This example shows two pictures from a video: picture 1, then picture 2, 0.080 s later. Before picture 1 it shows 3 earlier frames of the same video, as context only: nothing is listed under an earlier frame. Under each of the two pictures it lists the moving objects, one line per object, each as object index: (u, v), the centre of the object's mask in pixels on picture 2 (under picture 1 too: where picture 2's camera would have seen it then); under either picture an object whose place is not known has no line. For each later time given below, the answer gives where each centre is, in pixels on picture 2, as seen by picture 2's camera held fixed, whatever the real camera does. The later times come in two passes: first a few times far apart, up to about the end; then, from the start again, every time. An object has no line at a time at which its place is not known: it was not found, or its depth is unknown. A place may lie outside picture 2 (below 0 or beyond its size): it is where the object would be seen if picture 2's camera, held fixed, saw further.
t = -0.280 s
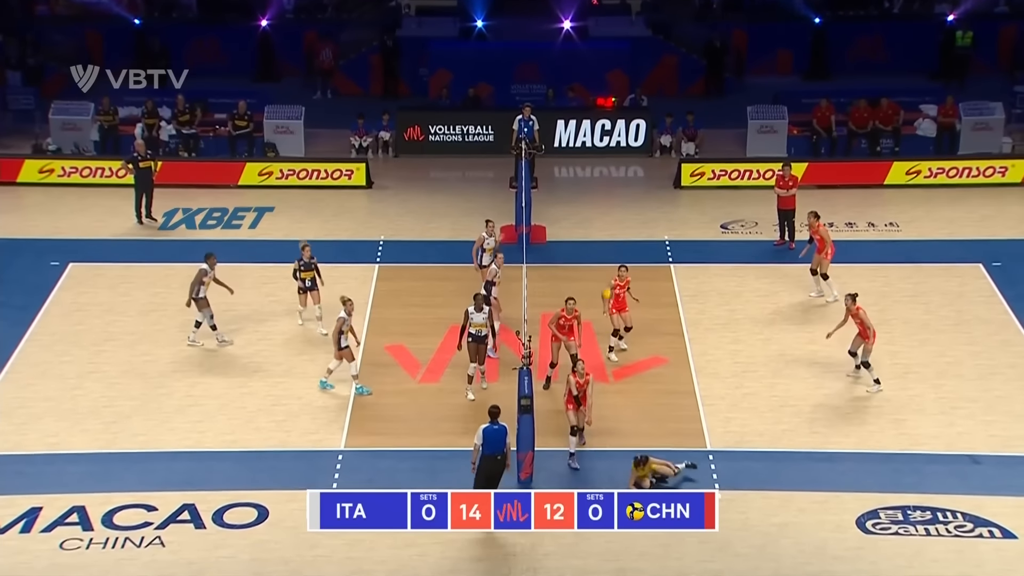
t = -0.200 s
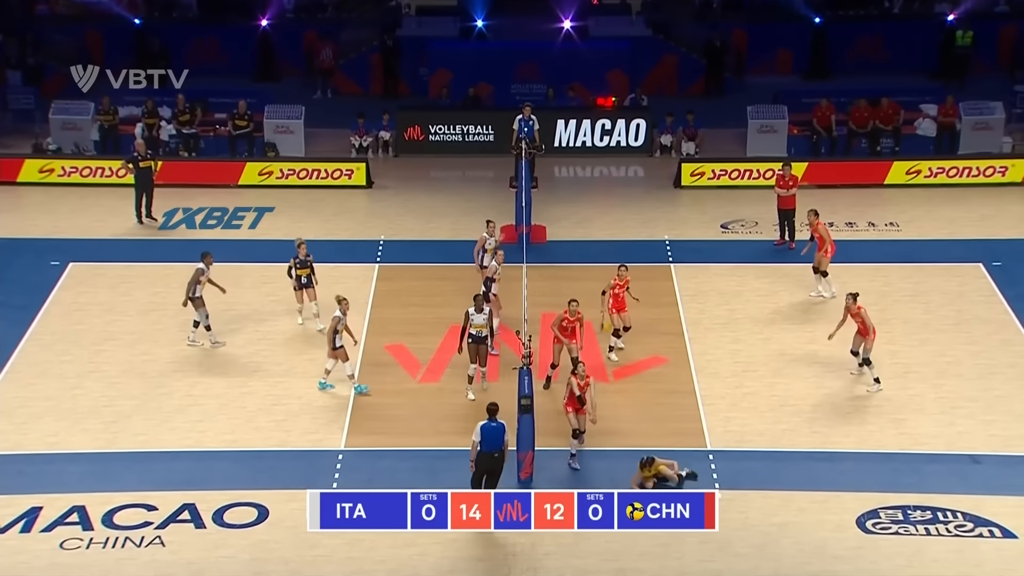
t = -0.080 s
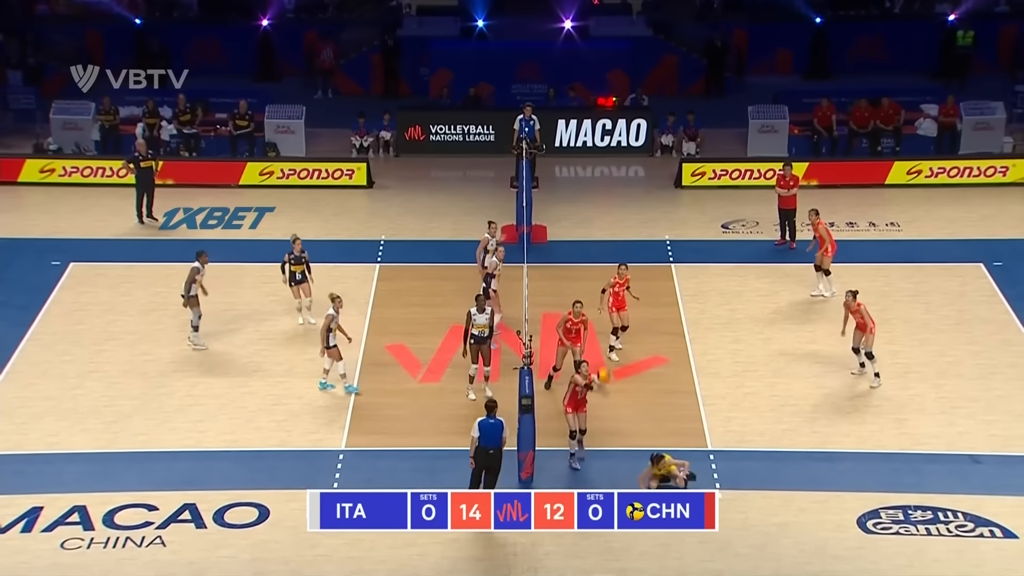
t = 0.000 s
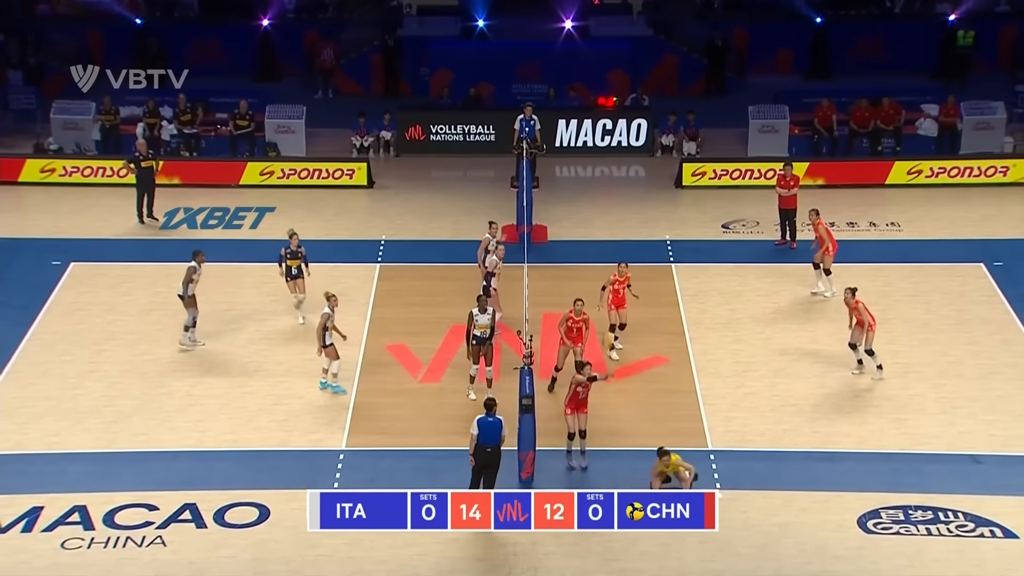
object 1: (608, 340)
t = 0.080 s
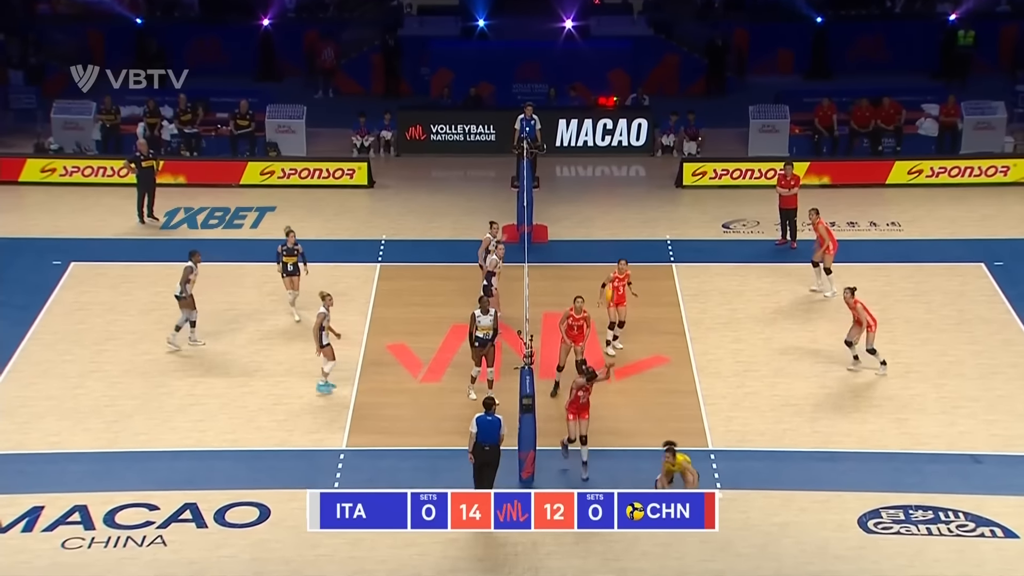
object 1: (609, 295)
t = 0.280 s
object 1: (615, 200)
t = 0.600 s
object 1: (622, 106)
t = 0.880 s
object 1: (627, 77)
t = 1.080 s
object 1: (628, 85)
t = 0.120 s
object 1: (610, 274)
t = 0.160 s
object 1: (612, 253)
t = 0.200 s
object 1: (614, 236)
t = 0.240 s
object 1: (615, 216)
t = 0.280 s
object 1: (615, 200)
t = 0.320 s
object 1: (617, 184)
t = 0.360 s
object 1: (617, 171)
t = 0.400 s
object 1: (619, 155)
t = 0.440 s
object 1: (620, 146)
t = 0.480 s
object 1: (620, 134)
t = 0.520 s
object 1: (621, 122)
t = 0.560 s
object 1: (622, 113)
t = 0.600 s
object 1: (622, 106)
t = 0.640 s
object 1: (624, 99)
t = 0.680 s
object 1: (624, 92)
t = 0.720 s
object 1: (625, 87)
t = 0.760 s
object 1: (625, 83)
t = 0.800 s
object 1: (626, 80)
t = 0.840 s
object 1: (626, 78)
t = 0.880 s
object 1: (627, 77)
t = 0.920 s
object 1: (627, 76)
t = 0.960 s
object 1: (627, 77)
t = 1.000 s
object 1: (628, 79)
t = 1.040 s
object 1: (628, 81)
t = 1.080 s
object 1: (628, 85)
